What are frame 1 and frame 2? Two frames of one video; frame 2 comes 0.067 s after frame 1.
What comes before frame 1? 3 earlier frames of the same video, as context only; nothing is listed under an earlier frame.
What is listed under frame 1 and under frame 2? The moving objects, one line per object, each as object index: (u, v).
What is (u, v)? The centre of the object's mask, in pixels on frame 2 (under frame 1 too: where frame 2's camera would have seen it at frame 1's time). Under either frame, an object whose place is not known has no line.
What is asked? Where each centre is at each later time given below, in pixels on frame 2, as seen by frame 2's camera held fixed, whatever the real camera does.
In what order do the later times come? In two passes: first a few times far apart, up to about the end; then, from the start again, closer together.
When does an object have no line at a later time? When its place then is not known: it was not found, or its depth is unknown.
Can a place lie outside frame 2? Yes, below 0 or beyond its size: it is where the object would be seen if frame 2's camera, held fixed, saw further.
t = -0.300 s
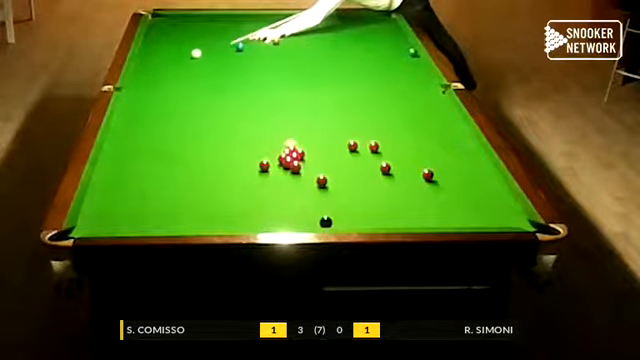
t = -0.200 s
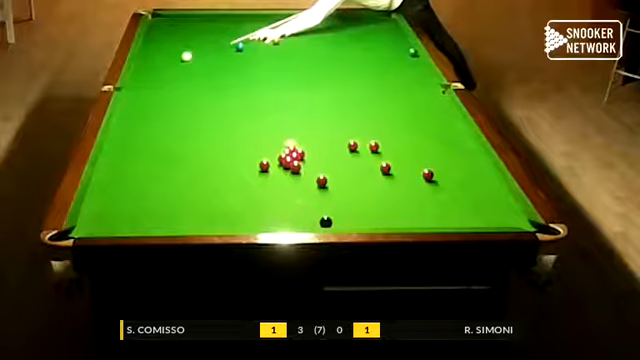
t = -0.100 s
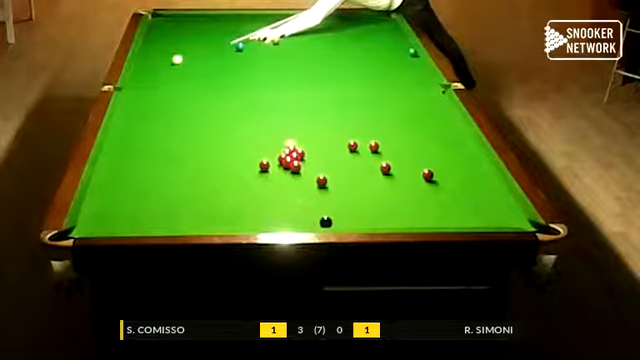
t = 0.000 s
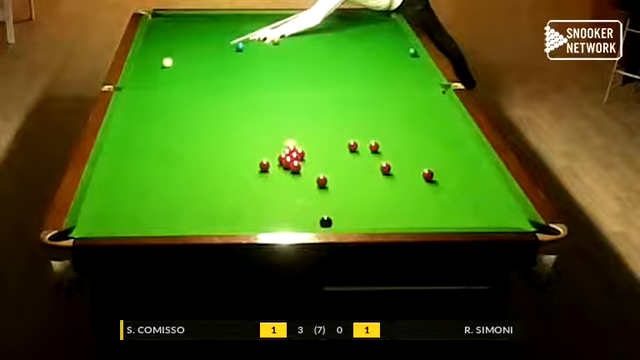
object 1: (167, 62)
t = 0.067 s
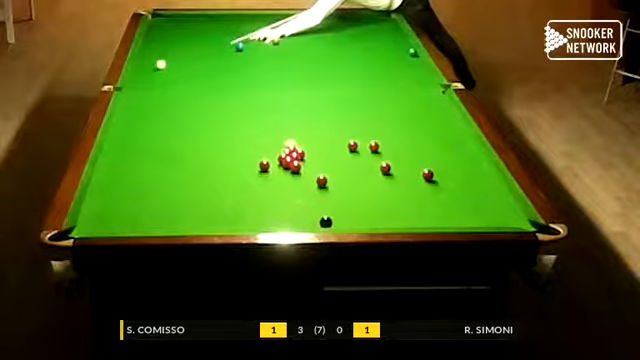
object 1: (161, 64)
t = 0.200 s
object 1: (147, 68)
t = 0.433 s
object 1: (141, 76)
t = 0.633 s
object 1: (151, 81)
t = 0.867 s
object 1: (162, 88)
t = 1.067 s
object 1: (172, 94)
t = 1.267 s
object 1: (182, 99)
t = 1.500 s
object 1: (194, 107)
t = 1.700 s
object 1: (203, 113)
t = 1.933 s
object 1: (215, 119)
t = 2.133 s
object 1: (226, 125)
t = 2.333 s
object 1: (235, 131)
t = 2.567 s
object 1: (247, 137)
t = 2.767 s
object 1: (257, 143)
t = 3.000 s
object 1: (268, 149)
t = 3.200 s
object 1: (274, 152)
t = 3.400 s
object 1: (274, 155)
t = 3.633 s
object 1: (272, 157)
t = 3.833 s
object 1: (270, 157)
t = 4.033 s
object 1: (269, 157)
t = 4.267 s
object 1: (268, 157)
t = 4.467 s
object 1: (268, 157)
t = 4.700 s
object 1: (268, 157)
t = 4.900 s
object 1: (268, 157)
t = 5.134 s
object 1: (268, 157)
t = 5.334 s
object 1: (268, 157)
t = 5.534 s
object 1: (268, 157)
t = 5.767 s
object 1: (268, 157)
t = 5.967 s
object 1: (268, 157)
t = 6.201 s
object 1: (268, 157)
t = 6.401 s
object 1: (268, 157)
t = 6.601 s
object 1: (268, 157)
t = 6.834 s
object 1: (268, 157)
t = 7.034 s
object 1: (268, 157)
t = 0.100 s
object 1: (158, 65)
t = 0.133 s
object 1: (154, 66)
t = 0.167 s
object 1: (151, 67)
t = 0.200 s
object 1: (147, 68)
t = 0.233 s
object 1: (144, 69)
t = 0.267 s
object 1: (141, 70)
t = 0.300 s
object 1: (138, 72)
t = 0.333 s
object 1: (136, 73)
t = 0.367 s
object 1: (138, 74)
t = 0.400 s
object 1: (139, 75)
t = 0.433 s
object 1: (141, 76)
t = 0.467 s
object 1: (142, 77)
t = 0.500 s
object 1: (144, 77)
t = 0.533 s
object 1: (146, 78)
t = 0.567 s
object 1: (147, 79)
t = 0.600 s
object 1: (149, 80)
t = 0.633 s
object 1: (151, 81)
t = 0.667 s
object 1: (152, 83)
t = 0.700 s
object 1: (154, 83)
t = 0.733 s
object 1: (155, 84)
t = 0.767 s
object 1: (157, 85)
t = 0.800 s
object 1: (158, 86)
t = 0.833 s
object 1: (160, 87)
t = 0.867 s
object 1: (162, 88)
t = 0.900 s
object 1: (164, 89)
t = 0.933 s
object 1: (165, 90)
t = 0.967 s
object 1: (167, 91)
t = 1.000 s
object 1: (169, 92)
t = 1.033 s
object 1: (170, 93)
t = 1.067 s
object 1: (172, 94)
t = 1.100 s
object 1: (174, 95)
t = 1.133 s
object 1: (175, 96)
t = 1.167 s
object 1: (177, 97)
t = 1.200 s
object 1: (178, 98)
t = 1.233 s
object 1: (180, 99)
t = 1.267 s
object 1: (182, 99)
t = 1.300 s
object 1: (183, 100)
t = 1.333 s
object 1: (184, 102)
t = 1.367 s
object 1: (186, 102)
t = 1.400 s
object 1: (188, 103)
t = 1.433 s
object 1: (191, 104)
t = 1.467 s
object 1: (192, 105)
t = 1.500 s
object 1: (194, 107)
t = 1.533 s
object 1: (195, 108)
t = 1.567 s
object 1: (197, 108)
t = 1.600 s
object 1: (198, 110)
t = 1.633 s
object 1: (200, 111)
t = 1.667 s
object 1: (201, 112)
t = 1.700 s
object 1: (203, 113)
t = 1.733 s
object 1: (205, 114)
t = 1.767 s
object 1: (207, 115)
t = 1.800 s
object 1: (209, 116)
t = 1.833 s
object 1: (210, 116)
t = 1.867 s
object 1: (212, 117)
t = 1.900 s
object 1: (214, 118)
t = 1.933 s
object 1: (215, 119)
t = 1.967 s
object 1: (217, 120)
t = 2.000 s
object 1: (218, 121)
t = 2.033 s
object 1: (220, 122)
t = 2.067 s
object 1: (222, 123)
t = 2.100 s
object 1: (224, 124)
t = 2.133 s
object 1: (226, 125)
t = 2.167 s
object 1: (227, 126)
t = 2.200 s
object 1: (229, 127)
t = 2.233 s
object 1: (231, 127)
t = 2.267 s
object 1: (233, 128)
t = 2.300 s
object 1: (234, 130)
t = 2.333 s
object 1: (235, 131)
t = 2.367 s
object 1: (237, 132)
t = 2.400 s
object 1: (239, 133)
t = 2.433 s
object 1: (241, 133)
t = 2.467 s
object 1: (242, 134)
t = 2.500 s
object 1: (244, 135)
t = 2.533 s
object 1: (246, 136)
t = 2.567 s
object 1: (247, 137)
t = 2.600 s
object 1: (249, 138)
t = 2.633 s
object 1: (250, 139)
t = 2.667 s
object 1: (252, 140)
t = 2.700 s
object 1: (254, 141)
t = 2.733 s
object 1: (256, 142)
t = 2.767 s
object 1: (257, 143)
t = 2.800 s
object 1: (259, 144)
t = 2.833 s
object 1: (260, 144)
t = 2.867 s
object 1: (262, 145)
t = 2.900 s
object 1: (263, 146)
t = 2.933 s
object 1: (265, 147)
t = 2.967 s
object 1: (266, 148)
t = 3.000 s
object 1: (268, 149)
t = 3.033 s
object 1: (269, 149)
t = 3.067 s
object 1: (271, 150)
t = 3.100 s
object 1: (272, 151)
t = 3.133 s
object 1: (272, 150)
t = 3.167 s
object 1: (273, 152)
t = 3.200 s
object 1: (274, 152)
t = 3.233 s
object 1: (275, 154)
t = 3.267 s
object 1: (275, 153)
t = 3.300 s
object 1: (275, 154)
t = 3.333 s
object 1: (274, 155)
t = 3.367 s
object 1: (274, 155)
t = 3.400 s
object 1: (274, 155)
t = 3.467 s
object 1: (273, 156)
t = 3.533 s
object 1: (272, 157)
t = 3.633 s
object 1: (272, 157)
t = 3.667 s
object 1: (272, 157)
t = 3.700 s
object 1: (272, 157)
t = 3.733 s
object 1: (271, 158)
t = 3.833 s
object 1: (270, 157)
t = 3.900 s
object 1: (269, 157)
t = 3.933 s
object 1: (269, 157)
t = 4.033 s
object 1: (269, 157)
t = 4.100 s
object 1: (268, 157)
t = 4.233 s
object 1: (268, 157)
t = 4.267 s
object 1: (268, 157)
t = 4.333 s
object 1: (268, 157)
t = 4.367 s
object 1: (268, 157)
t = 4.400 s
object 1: (268, 157)
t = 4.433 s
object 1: (268, 157)
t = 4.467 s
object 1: (268, 157)
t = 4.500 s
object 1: (268, 157)
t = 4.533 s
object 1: (268, 157)
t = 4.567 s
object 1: (268, 157)
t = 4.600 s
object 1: (268, 157)
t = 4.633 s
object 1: (268, 157)
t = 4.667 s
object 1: (268, 157)
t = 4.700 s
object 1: (268, 157)
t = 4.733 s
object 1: (268, 157)
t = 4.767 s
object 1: (268, 157)
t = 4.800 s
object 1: (268, 157)
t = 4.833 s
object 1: (268, 157)
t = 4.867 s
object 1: (268, 157)
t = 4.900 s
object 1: (268, 157)
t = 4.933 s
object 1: (268, 157)
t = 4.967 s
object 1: (268, 157)
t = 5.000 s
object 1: (268, 157)
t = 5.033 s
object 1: (268, 157)
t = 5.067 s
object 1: (268, 157)
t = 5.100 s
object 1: (268, 157)
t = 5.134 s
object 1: (268, 157)
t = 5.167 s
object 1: (268, 157)
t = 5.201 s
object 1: (268, 157)
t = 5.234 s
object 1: (268, 157)
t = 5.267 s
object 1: (268, 157)
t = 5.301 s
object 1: (268, 157)
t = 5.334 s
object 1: (268, 157)
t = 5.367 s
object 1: (268, 157)
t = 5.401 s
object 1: (268, 157)
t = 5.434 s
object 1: (268, 157)
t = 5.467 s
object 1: (268, 157)
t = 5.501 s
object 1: (268, 157)
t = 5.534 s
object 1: (268, 157)
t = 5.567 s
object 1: (268, 157)
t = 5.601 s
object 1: (268, 156)
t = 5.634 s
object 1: (268, 157)
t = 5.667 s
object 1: (268, 157)
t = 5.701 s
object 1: (268, 157)
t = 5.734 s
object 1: (268, 157)
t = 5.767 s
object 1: (268, 157)
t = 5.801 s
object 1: (268, 157)
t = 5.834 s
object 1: (268, 157)
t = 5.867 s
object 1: (268, 157)
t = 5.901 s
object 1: (268, 157)
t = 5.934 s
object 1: (268, 157)
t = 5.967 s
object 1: (268, 157)
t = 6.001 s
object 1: (268, 157)
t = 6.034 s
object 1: (268, 157)
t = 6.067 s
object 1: (268, 157)
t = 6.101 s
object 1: (268, 157)
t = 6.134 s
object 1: (268, 157)
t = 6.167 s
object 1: (268, 157)
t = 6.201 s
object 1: (268, 157)
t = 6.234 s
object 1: (268, 157)
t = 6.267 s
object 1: (268, 157)
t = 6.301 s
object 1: (268, 157)
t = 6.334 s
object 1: (268, 157)
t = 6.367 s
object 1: (268, 157)
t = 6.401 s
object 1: (268, 157)
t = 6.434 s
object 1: (268, 156)
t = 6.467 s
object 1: (268, 156)
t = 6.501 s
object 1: (268, 157)
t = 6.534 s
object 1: (268, 157)
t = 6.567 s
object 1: (268, 157)
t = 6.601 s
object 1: (268, 157)
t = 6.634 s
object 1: (268, 157)
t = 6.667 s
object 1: (268, 157)
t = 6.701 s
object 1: (268, 157)
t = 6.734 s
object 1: (268, 157)
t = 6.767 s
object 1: (268, 157)
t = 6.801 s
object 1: (268, 157)
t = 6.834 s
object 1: (268, 157)
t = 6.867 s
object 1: (268, 157)
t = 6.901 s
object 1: (268, 157)
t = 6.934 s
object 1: (268, 157)
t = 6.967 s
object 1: (268, 157)
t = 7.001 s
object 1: (268, 157)
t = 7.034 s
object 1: (268, 157)
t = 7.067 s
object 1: (268, 157)
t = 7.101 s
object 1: (268, 157)
